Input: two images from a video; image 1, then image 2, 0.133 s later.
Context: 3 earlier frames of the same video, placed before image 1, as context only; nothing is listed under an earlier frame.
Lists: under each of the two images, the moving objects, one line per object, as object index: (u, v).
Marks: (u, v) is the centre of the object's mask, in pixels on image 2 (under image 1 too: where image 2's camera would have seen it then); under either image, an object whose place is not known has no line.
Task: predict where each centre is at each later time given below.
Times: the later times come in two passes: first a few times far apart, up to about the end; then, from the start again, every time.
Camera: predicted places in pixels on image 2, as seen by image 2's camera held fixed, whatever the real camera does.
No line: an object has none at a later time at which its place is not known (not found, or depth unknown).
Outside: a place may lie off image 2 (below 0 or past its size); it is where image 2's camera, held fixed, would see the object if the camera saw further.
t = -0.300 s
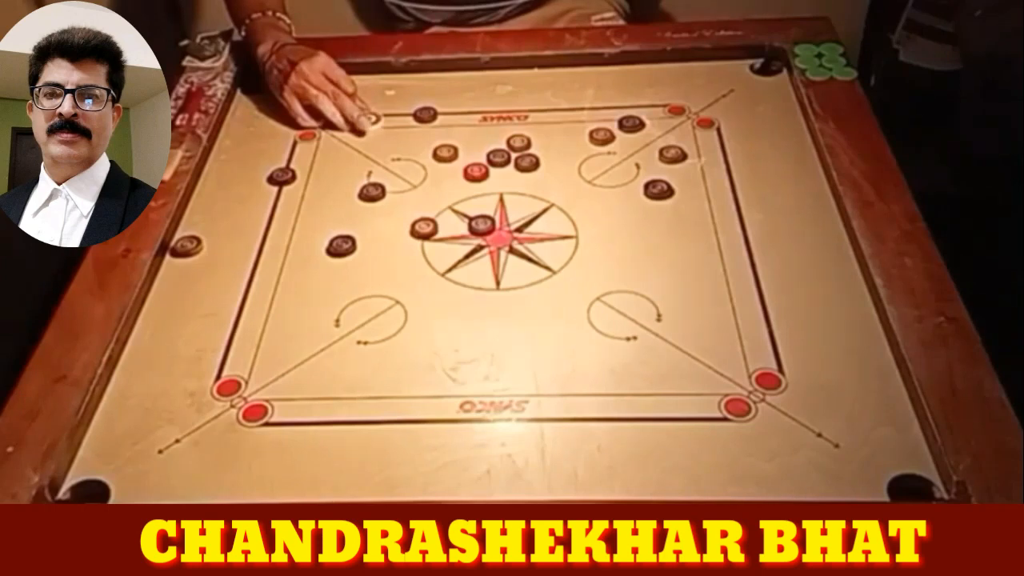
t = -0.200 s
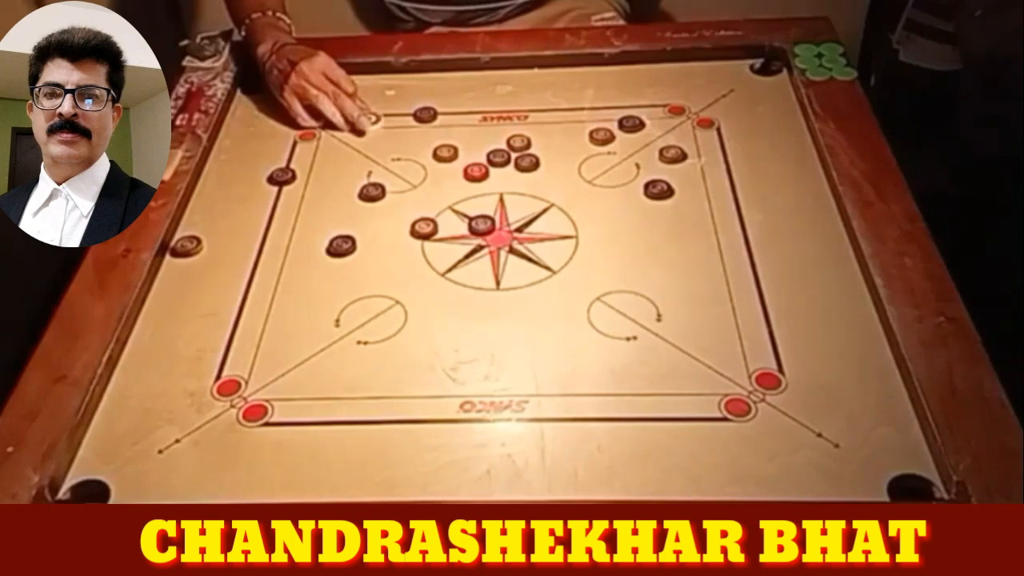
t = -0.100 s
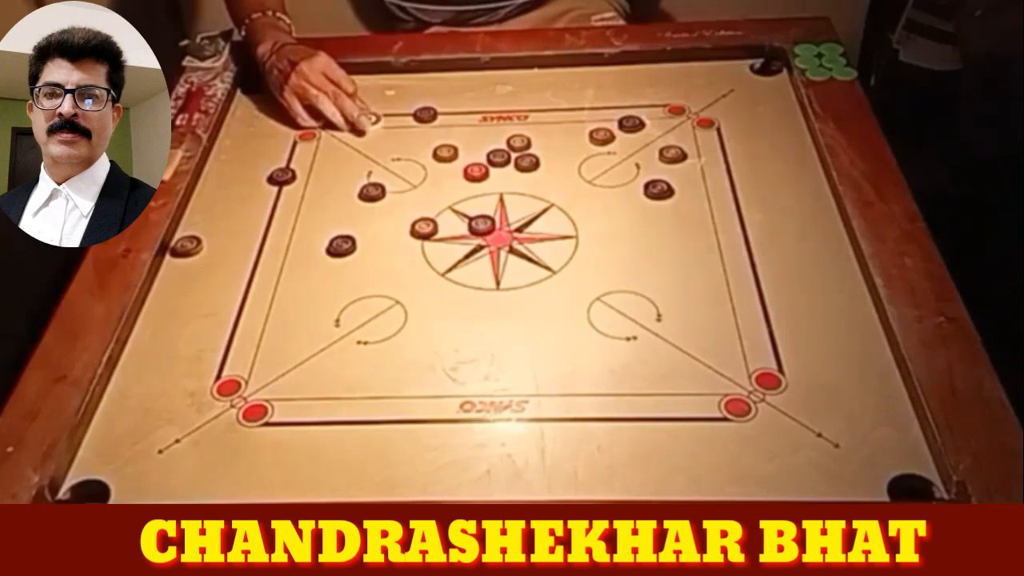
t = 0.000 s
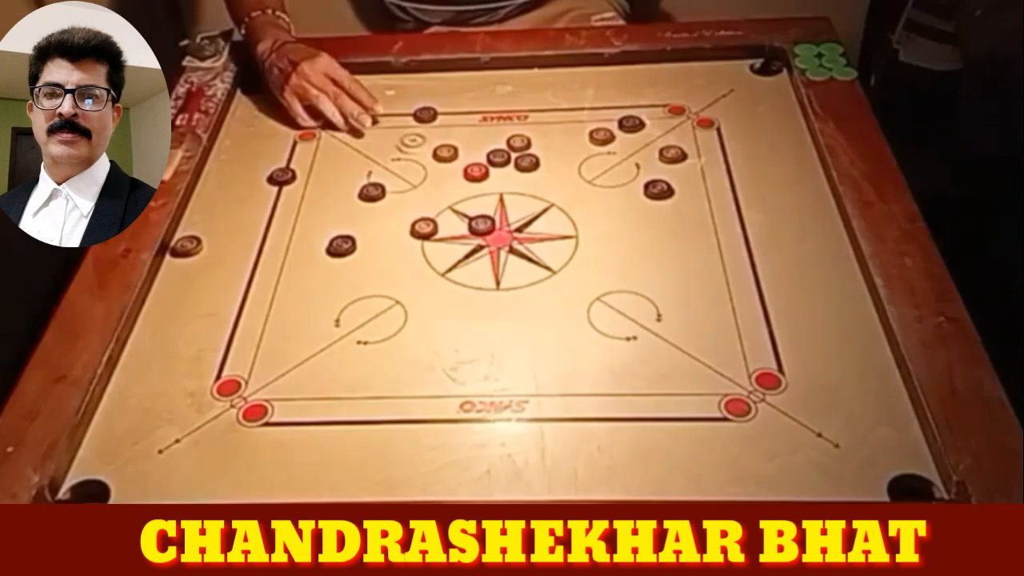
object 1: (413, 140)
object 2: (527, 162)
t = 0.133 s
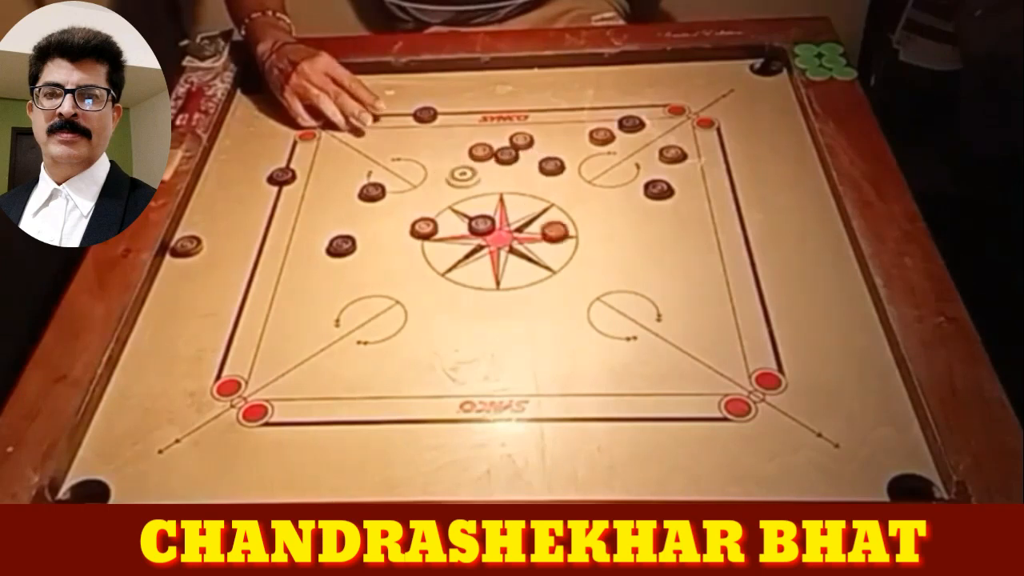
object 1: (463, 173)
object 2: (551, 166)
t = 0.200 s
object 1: (483, 187)
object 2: (565, 168)
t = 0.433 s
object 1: (535, 222)
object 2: (577, 170)
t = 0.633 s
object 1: (553, 233)
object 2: (577, 170)
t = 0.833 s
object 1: (553, 233)
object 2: (577, 170)
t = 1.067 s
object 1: (553, 233)
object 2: (577, 170)
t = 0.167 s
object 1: (473, 180)
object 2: (558, 167)
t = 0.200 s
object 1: (483, 187)
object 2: (565, 168)
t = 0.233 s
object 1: (492, 193)
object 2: (569, 169)
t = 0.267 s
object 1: (501, 199)
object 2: (573, 169)
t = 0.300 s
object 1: (509, 204)
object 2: (576, 170)
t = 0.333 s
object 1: (517, 209)
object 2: (577, 170)
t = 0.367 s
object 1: (524, 214)
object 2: (577, 170)
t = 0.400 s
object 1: (530, 218)
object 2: (577, 170)
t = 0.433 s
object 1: (535, 222)
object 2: (577, 170)
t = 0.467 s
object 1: (540, 224)
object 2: (577, 170)
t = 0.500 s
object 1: (545, 227)
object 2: (577, 170)
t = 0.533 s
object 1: (548, 230)
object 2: (577, 170)
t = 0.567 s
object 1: (551, 231)
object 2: (577, 170)
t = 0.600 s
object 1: (552, 232)
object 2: (577, 170)
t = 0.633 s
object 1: (553, 233)
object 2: (577, 170)
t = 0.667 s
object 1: (553, 233)
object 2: (577, 170)
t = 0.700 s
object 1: (553, 233)
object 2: (577, 170)
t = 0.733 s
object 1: (553, 233)
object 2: (577, 170)
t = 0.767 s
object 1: (553, 233)
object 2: (577, 170)
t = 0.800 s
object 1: (553, 233)
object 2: (577, 170)
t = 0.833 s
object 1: (553, 233)
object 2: (577, 170)
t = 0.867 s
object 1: (553, 233)
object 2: (577, 170)
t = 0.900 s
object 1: (553, 233)
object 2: (577, 170)
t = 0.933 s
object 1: (553, 233)
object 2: (577, 170)
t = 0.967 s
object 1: (553, 233)
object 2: (577, 170)
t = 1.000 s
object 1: (553, 233)
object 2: (577, 170)
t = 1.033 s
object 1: (553, 233)
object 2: (577, 170)
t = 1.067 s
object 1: (553, 233)
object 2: (577, 170)
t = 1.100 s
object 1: (553, 233)
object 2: (577, 170)
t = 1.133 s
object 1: (553, 233)
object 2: (577, 170)
